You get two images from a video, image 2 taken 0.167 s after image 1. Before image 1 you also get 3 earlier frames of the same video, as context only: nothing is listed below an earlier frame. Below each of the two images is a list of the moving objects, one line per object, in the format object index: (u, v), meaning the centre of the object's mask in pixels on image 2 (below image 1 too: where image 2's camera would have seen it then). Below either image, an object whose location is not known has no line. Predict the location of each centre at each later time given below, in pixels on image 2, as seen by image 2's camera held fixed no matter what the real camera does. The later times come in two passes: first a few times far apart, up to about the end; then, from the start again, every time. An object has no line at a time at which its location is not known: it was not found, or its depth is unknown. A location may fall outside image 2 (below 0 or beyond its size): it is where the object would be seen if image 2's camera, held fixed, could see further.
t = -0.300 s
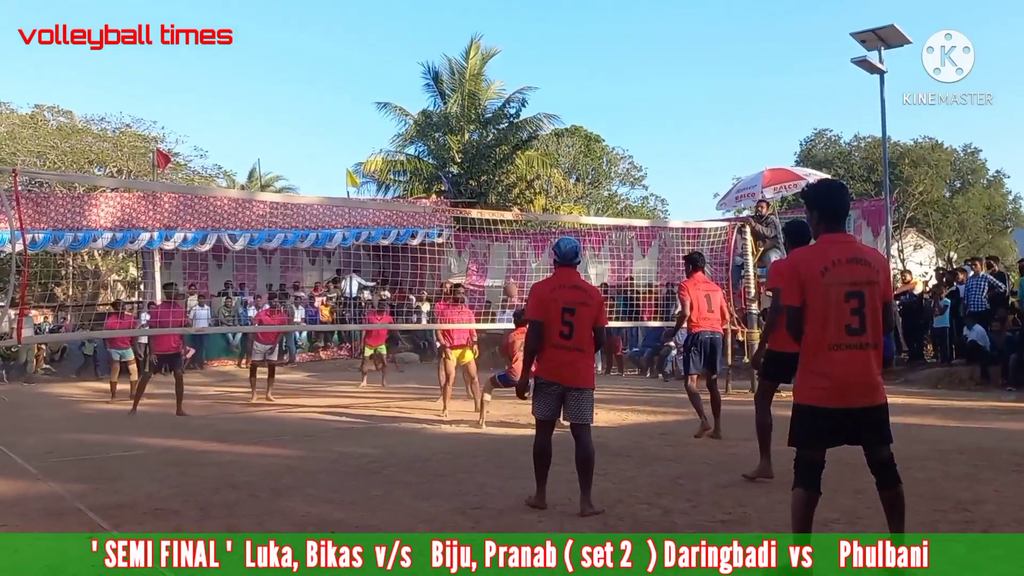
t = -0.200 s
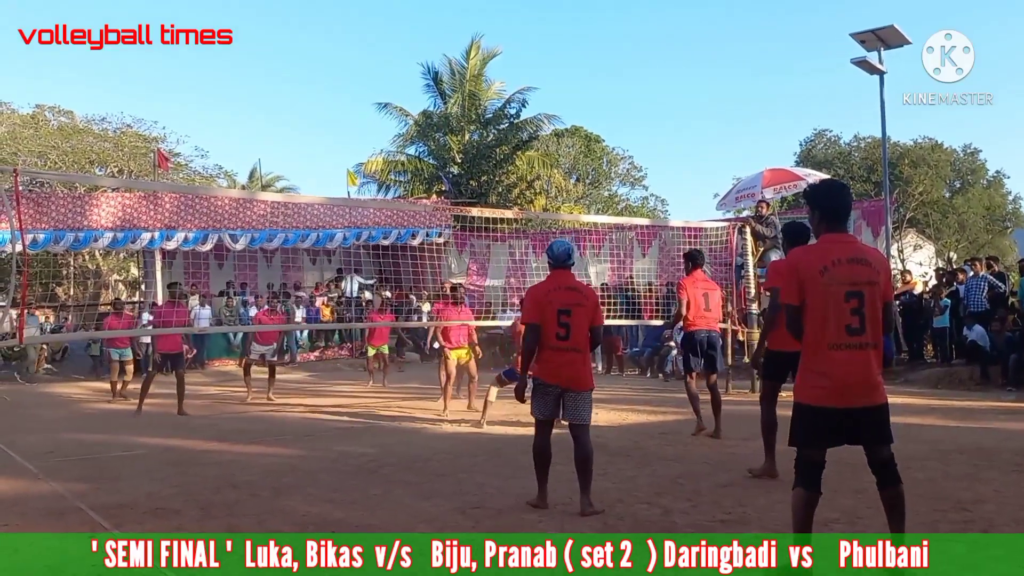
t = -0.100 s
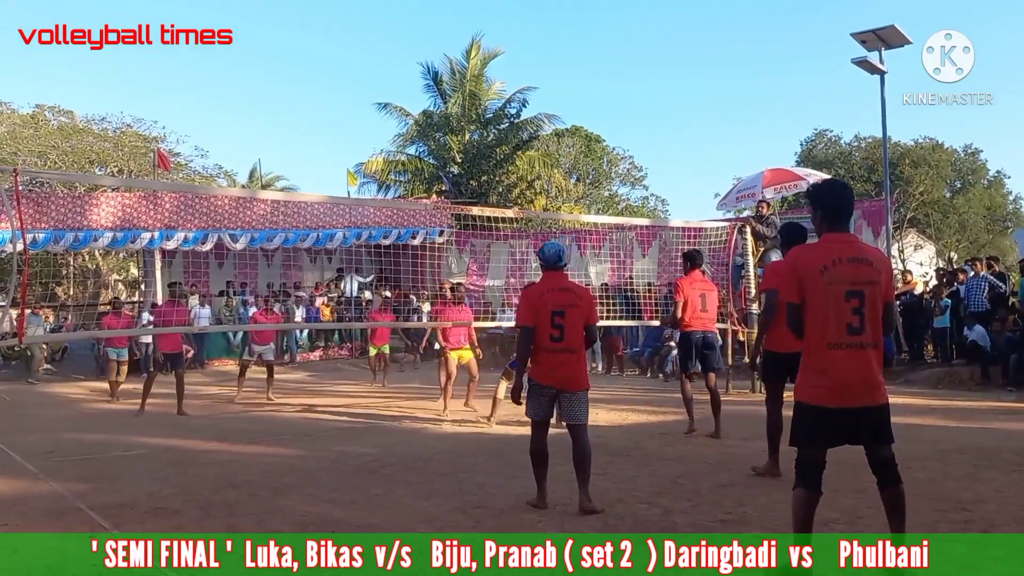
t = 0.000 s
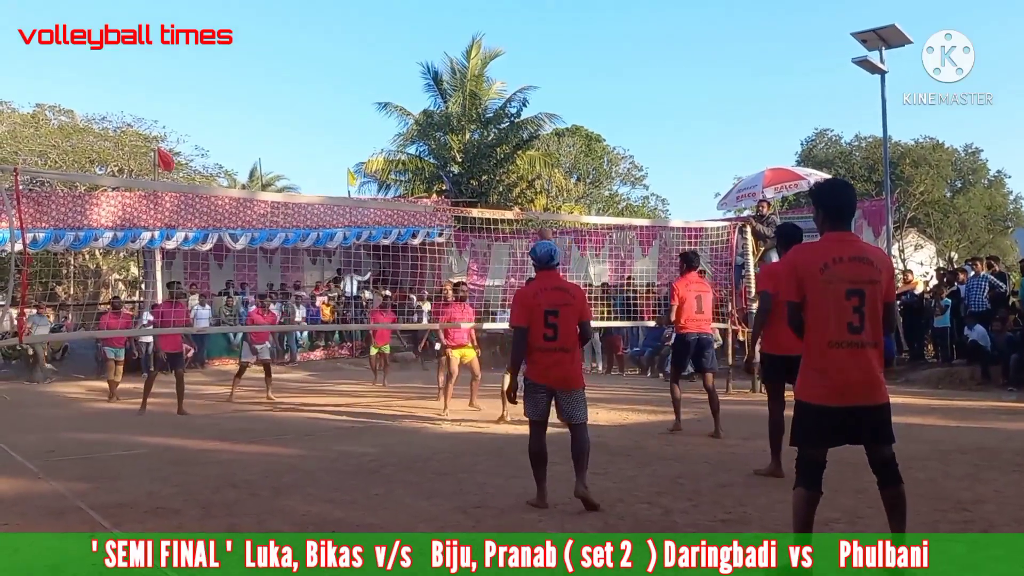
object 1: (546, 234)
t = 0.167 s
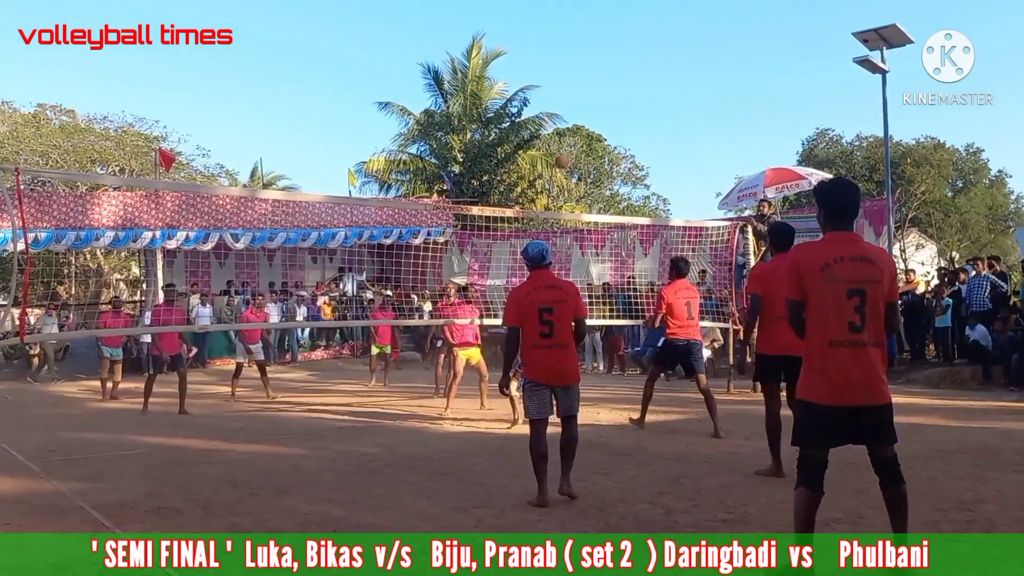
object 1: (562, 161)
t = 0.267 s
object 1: (573, 130)
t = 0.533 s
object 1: (601, 88)
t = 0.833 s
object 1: (635, 117)
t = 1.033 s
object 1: (659, 184)
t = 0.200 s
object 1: (565, 150)
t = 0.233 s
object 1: (569, 139)
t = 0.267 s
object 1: (573, 130)
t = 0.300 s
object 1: (577, 122)
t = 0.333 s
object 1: (580, 115)
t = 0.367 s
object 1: (583, 108)
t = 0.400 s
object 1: (587, 102)
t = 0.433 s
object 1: (590, 98)
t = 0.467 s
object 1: (593, 93)
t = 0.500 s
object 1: (597, 90)
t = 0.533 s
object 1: (601, 88)
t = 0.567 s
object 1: (605, 87)
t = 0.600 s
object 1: (609, 88)
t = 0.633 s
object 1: (612, 89)
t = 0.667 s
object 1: (616, 91)
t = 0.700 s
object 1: (620, 95)
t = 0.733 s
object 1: (623, 99)
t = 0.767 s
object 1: (627, 104)
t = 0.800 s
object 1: (631, 110)
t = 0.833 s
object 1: (635, 117)
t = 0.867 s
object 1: (639, 125)
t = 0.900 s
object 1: (643, 135)
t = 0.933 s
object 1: (647, 146)
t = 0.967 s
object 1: (651, 157)
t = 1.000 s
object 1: (655, 170)
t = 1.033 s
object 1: (659, 184)
